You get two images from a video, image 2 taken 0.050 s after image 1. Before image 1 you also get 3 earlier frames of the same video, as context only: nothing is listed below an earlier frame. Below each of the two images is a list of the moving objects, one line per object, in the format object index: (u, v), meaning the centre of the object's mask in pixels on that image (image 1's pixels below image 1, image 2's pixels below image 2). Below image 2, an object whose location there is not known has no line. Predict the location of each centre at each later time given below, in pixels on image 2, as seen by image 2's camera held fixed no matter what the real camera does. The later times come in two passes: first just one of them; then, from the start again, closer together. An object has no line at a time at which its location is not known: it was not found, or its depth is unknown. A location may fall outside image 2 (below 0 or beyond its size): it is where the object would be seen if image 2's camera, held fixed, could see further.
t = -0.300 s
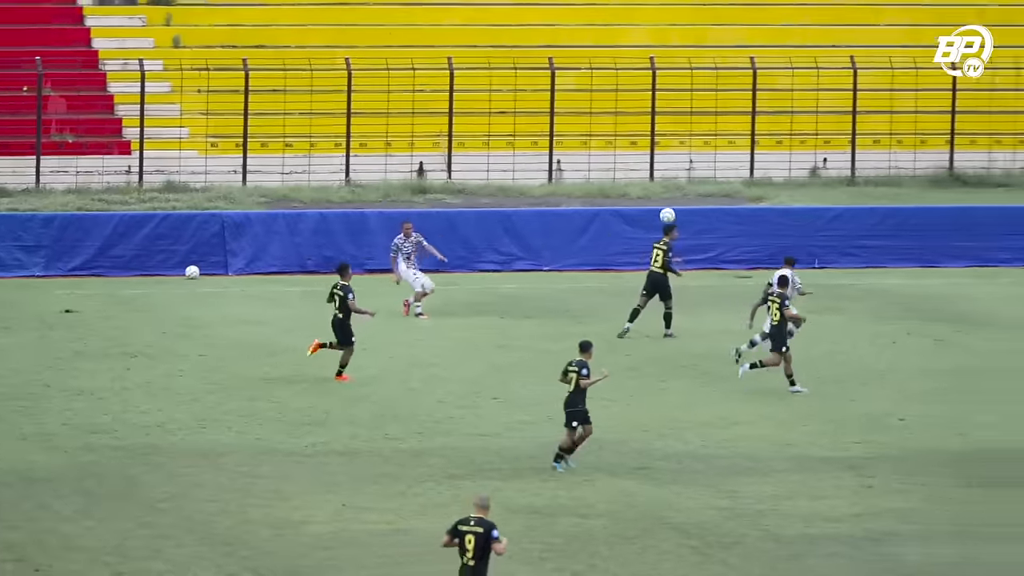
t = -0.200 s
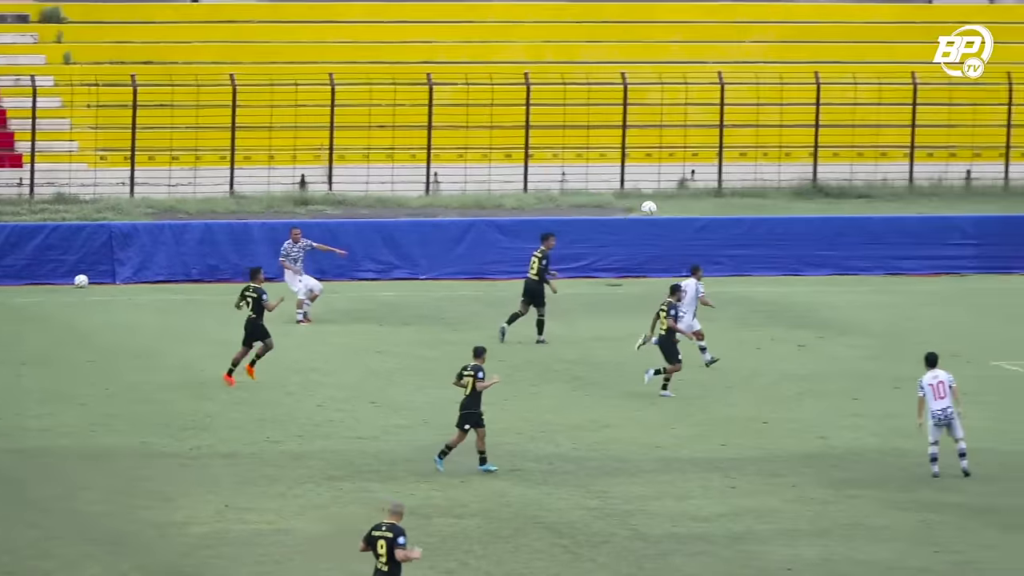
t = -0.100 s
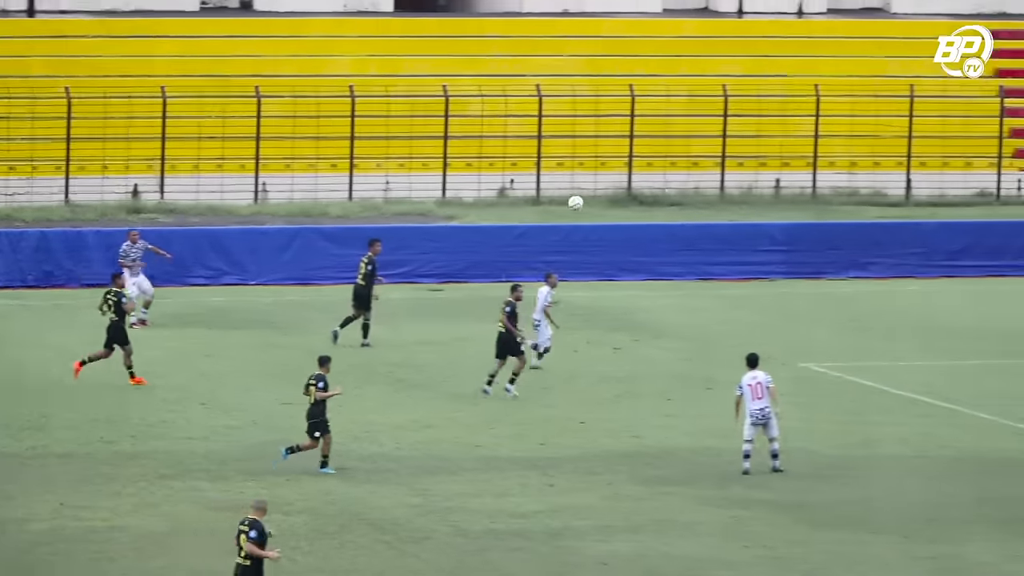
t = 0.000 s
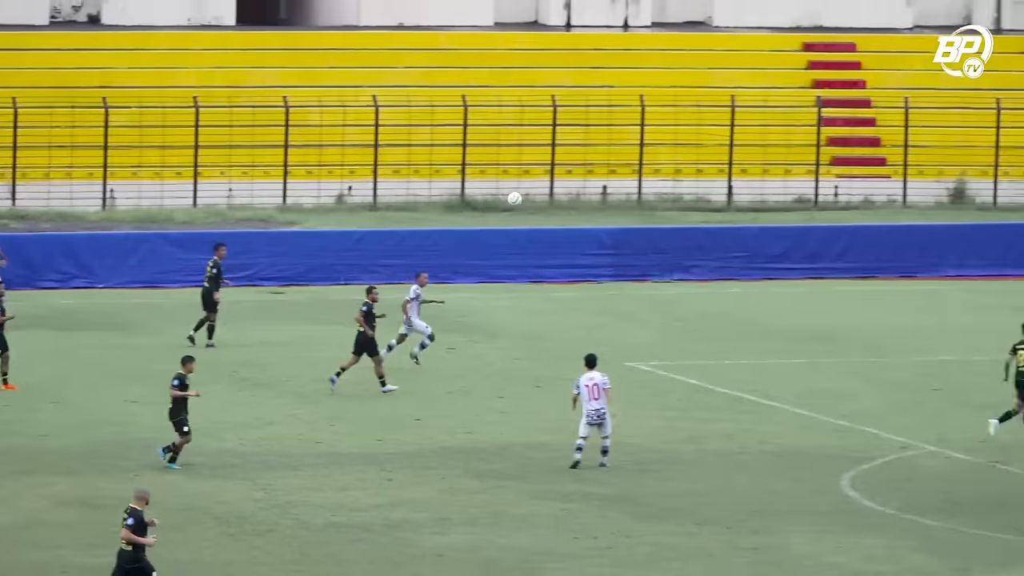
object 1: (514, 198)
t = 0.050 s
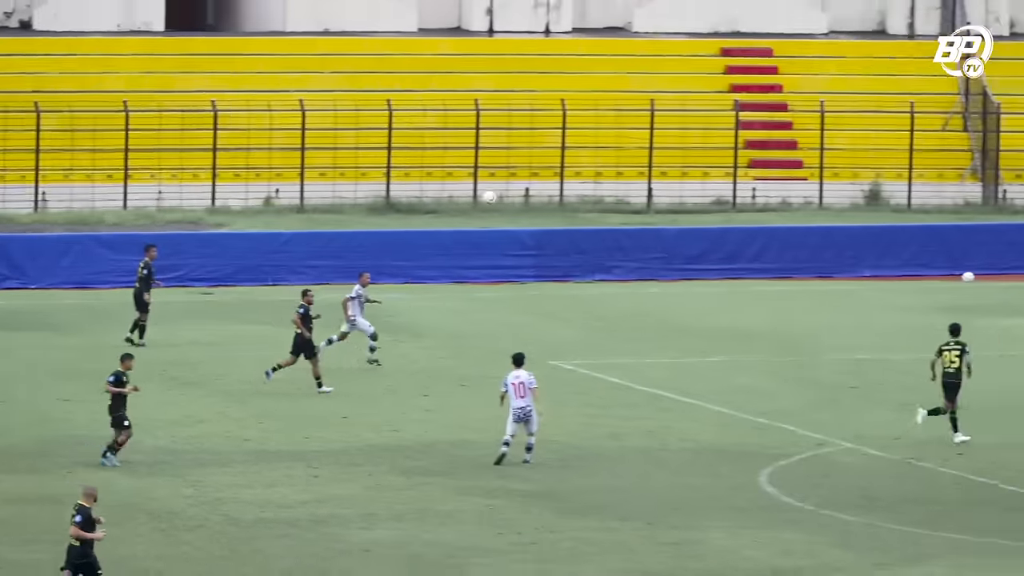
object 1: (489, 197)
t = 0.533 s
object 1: (1000, 217)
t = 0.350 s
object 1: (799, 197)
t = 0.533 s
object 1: (1000, 217)
